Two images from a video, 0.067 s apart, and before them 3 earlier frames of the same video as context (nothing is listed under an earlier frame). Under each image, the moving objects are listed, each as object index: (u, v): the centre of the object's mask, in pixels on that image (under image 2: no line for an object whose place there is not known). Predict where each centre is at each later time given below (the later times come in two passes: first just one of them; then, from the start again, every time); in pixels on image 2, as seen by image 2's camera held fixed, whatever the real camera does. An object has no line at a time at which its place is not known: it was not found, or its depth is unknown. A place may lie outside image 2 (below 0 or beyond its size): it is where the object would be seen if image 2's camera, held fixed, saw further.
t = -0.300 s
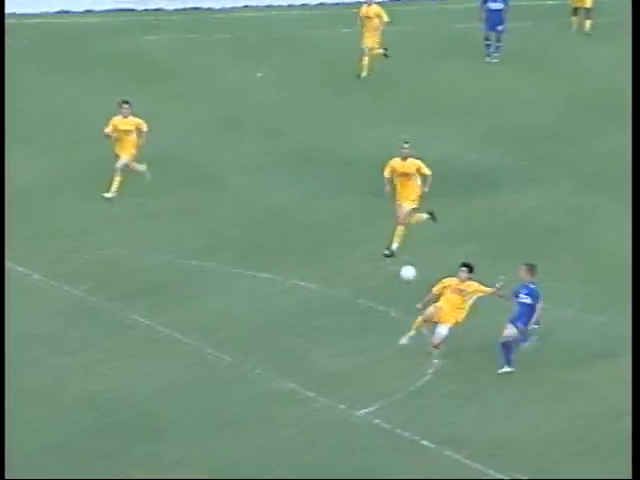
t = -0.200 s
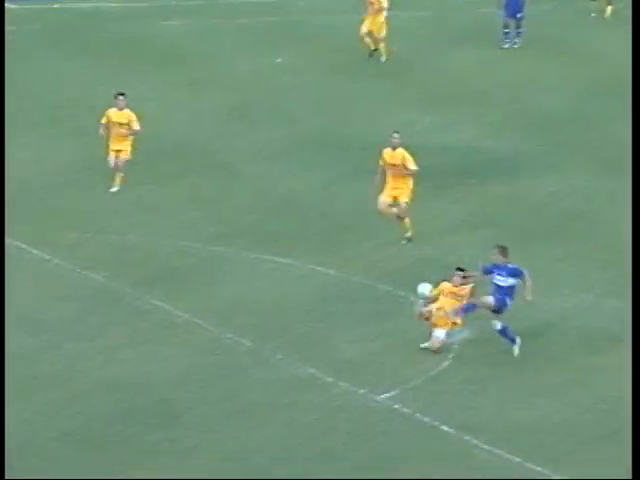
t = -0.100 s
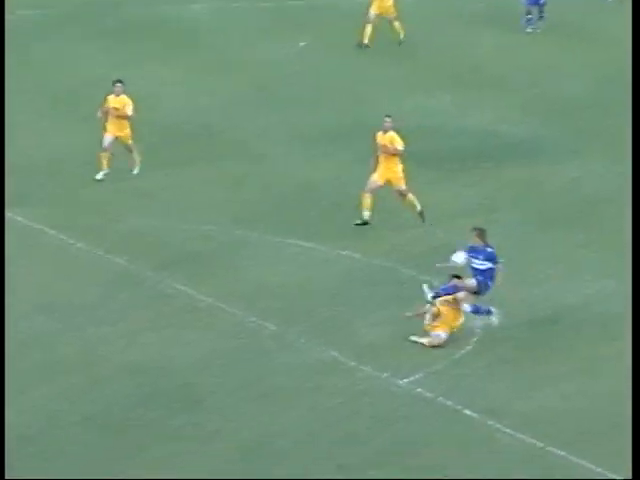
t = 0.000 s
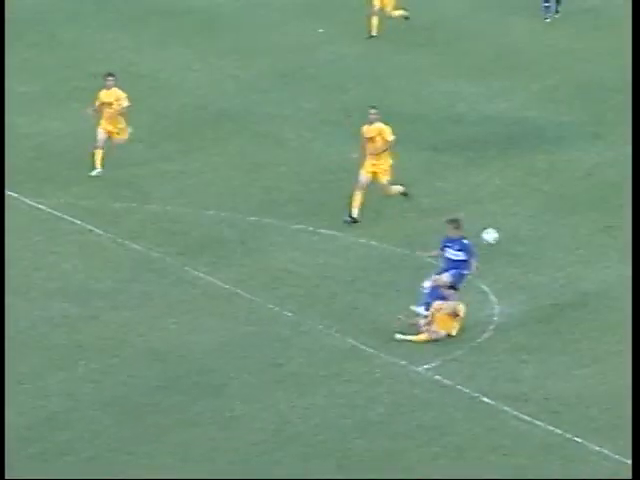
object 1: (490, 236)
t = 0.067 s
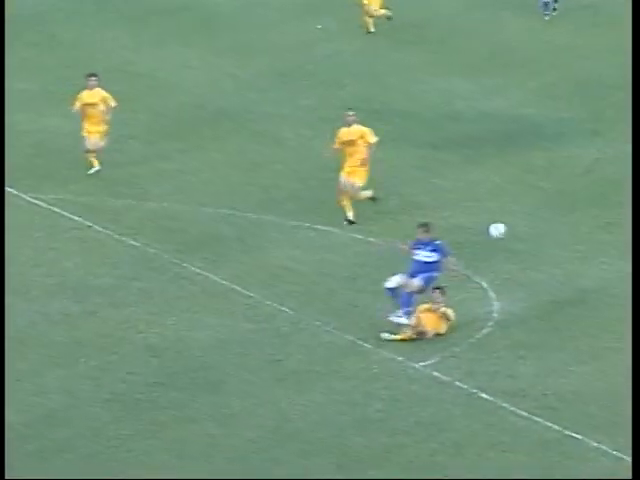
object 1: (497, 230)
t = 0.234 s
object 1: (518, 242)
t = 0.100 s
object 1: (500, 230)
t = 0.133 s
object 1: (504, 231)
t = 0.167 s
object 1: (509, 234)
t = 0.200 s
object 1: (514, 237)
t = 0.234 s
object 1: (518, 242)
